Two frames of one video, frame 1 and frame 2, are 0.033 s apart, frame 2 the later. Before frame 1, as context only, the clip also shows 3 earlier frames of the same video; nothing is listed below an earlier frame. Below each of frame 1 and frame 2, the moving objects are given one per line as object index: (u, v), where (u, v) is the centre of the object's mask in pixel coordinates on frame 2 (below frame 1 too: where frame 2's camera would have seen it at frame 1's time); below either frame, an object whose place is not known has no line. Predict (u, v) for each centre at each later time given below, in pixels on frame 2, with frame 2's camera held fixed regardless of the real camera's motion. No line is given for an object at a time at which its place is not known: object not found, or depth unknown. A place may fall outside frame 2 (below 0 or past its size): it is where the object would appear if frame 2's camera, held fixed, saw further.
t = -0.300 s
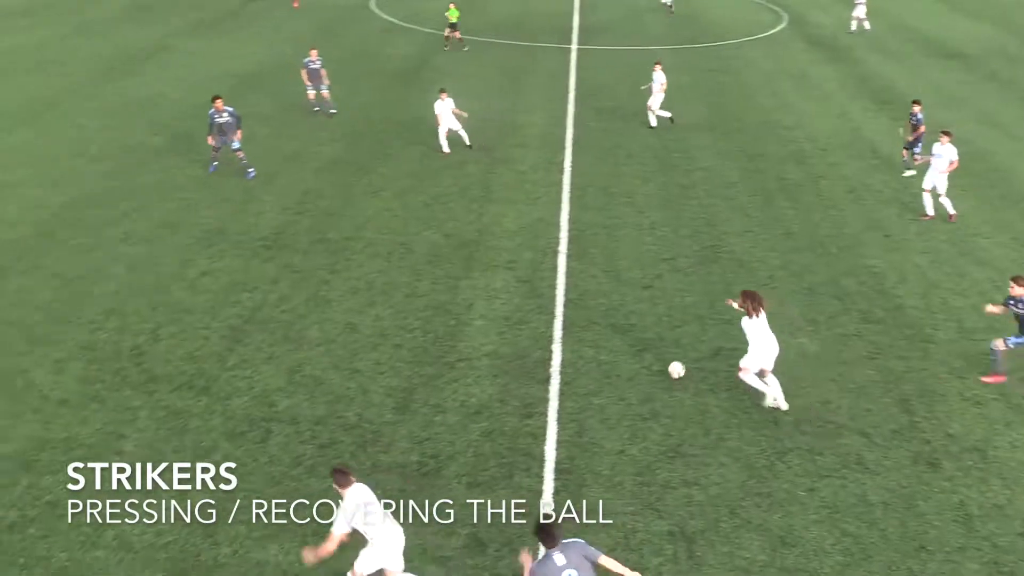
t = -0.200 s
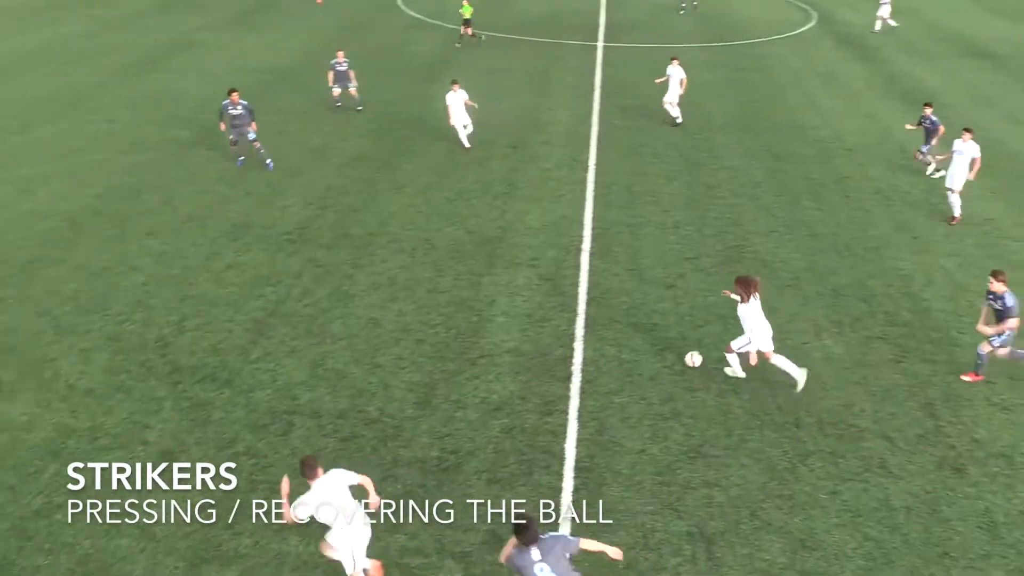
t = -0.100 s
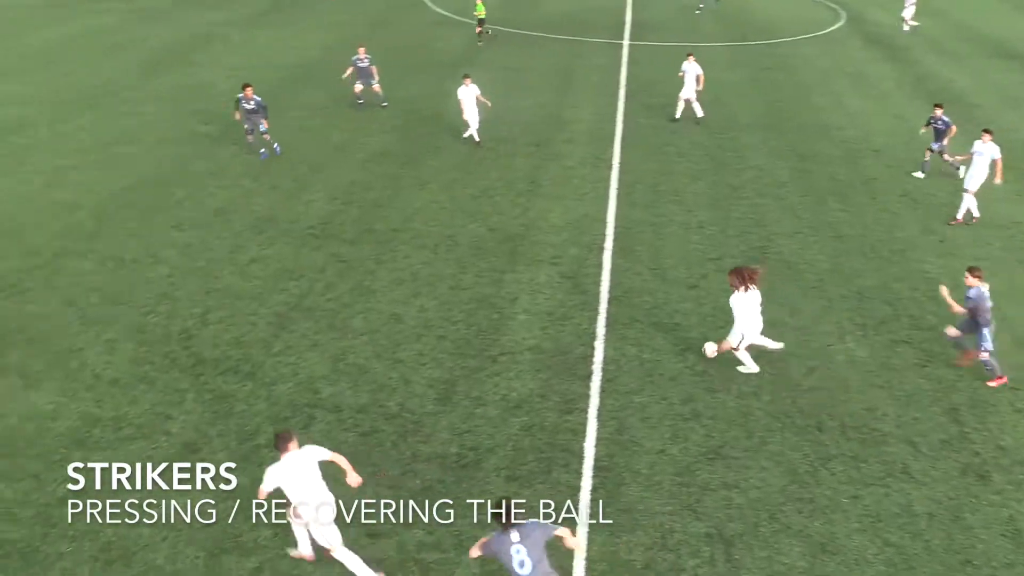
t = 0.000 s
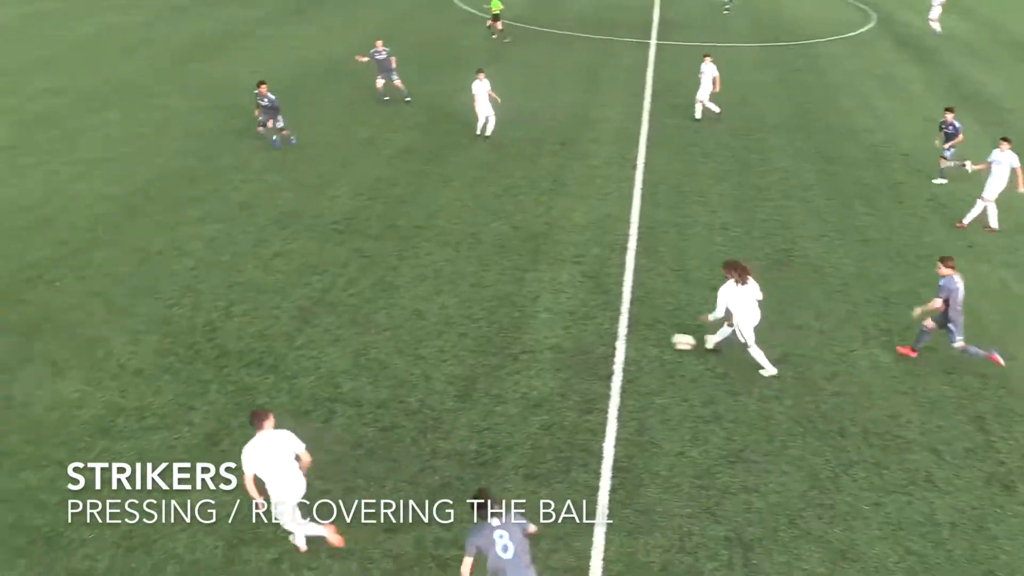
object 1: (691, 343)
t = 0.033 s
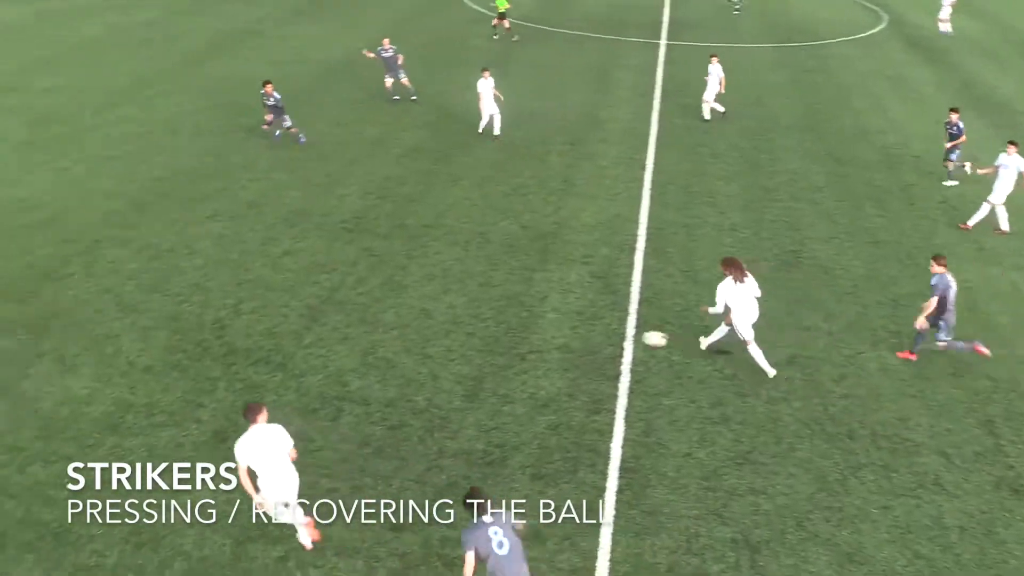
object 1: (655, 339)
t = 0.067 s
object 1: (618, 336)
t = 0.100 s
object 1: (583, 333)
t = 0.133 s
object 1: (548, 332)
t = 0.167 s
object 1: (512, 332)
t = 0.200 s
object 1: (478, 332)
